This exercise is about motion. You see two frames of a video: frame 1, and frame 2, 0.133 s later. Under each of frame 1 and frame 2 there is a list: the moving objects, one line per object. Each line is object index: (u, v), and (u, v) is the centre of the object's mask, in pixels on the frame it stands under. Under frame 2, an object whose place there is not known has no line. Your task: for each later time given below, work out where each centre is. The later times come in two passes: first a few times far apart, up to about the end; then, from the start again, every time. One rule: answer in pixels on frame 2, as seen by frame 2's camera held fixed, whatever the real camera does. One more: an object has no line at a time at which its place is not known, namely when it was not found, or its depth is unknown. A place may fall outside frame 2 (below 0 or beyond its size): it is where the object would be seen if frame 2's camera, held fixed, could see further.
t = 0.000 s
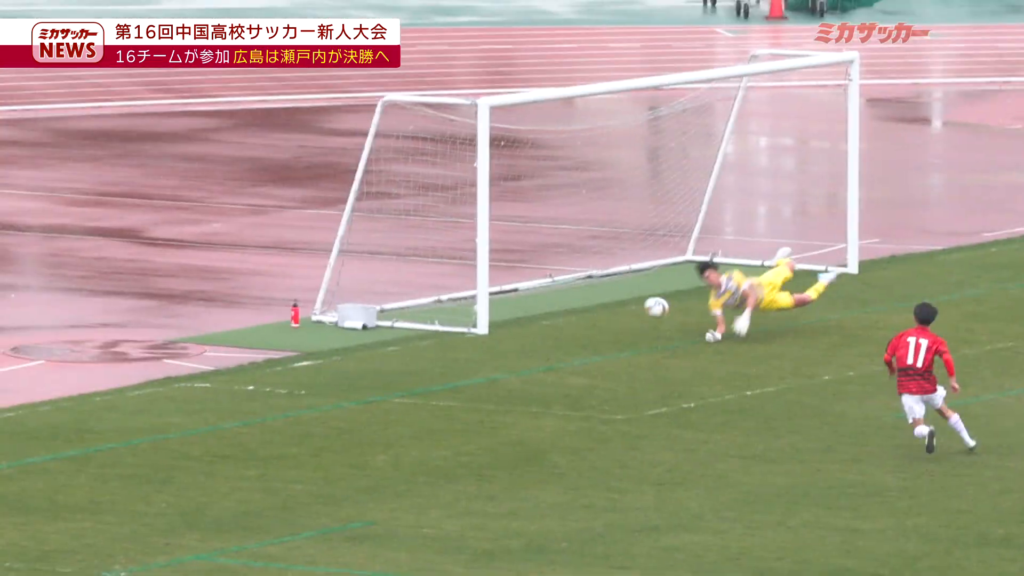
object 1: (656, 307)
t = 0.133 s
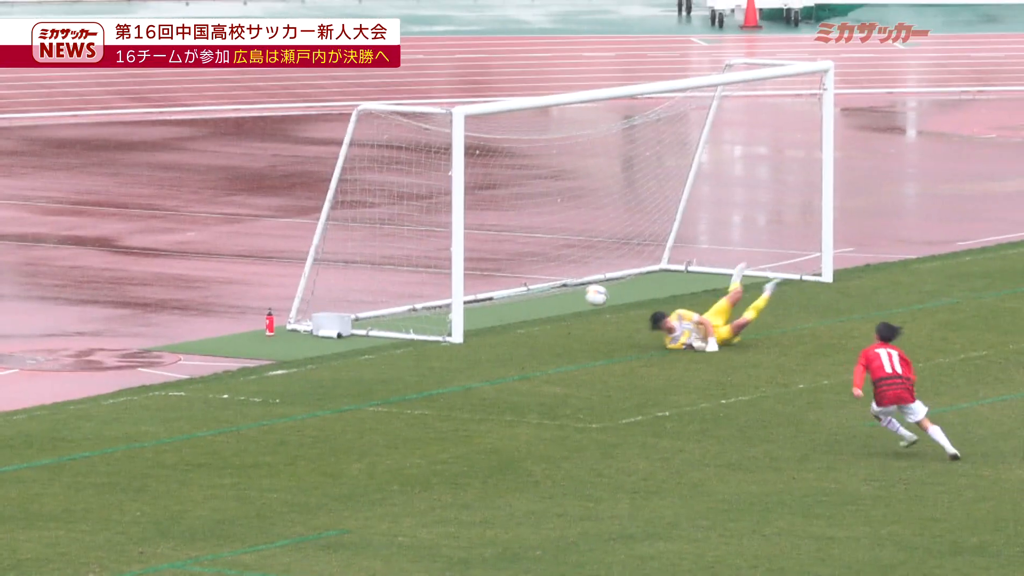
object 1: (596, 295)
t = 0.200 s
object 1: (579, 291)
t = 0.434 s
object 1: (520, 310)
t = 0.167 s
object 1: (588, 293)
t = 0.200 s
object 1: (579, 291)
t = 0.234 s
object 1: (570, 291)
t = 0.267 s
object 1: (562, 292)
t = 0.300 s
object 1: (554, 293)
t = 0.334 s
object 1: (545, 296)
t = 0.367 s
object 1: (536, 299)
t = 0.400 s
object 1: (528, 304)
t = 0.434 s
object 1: (520, 310)
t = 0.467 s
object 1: (512, 317)
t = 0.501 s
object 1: (503, 325)
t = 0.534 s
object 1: (495, 334)
